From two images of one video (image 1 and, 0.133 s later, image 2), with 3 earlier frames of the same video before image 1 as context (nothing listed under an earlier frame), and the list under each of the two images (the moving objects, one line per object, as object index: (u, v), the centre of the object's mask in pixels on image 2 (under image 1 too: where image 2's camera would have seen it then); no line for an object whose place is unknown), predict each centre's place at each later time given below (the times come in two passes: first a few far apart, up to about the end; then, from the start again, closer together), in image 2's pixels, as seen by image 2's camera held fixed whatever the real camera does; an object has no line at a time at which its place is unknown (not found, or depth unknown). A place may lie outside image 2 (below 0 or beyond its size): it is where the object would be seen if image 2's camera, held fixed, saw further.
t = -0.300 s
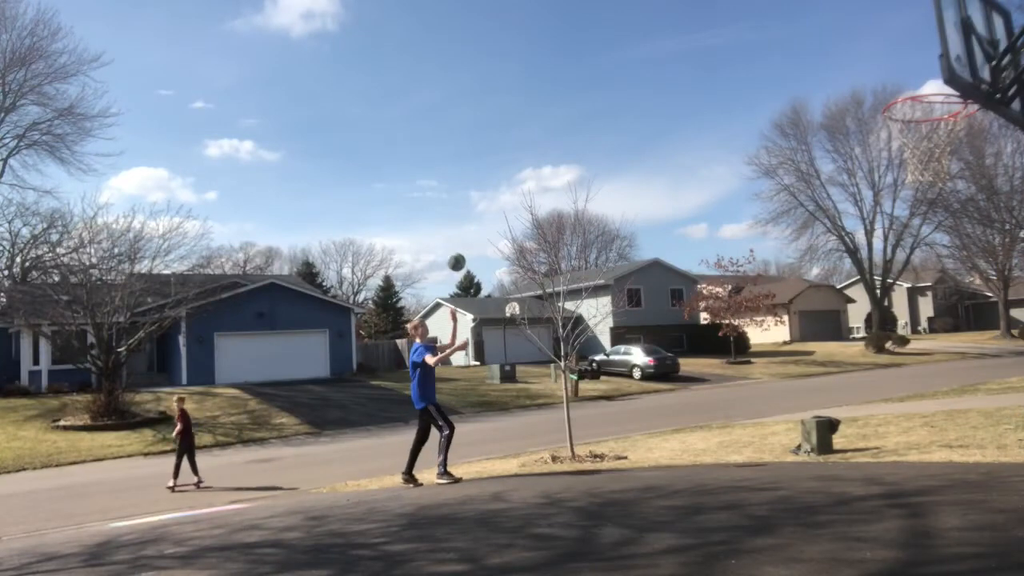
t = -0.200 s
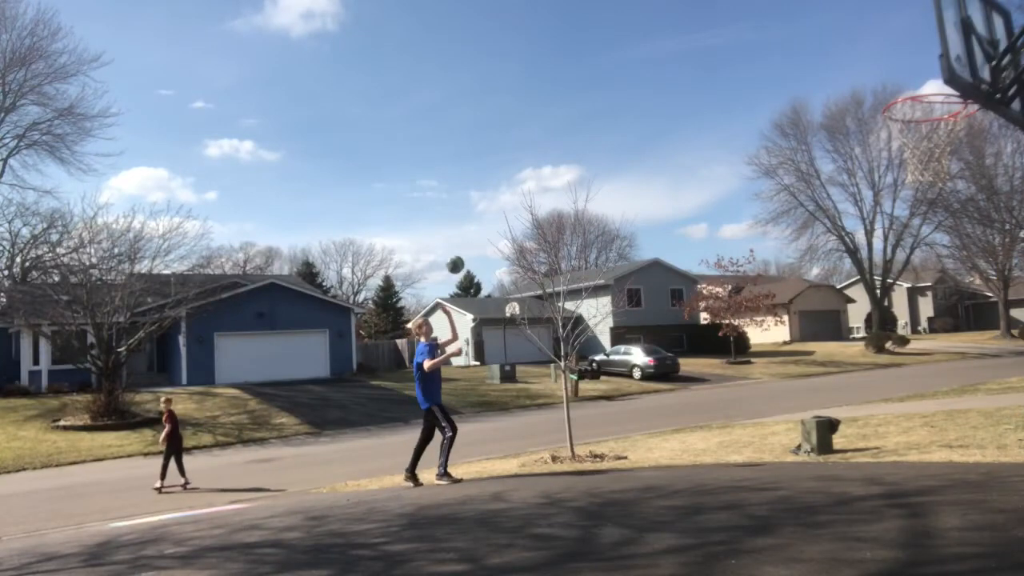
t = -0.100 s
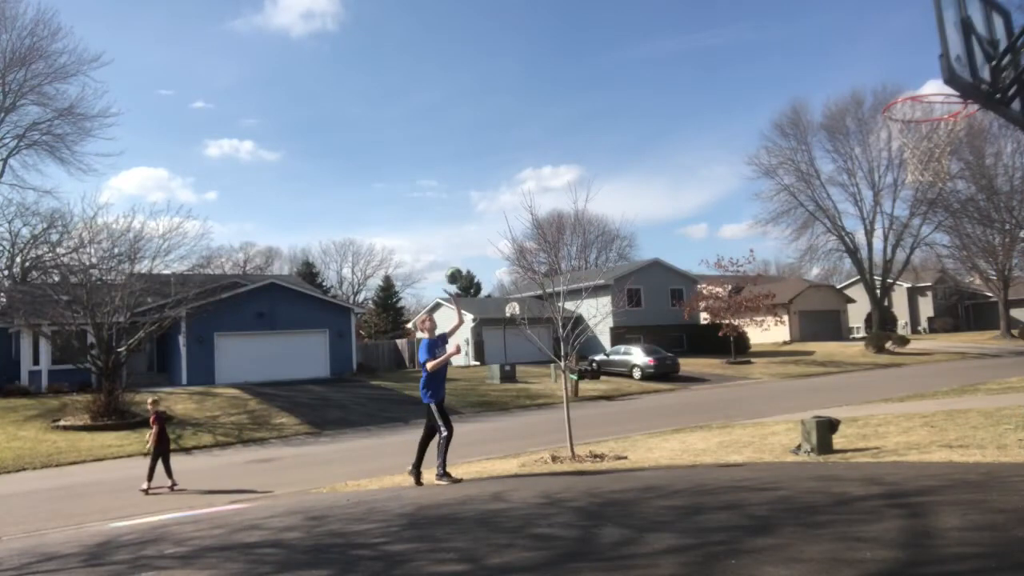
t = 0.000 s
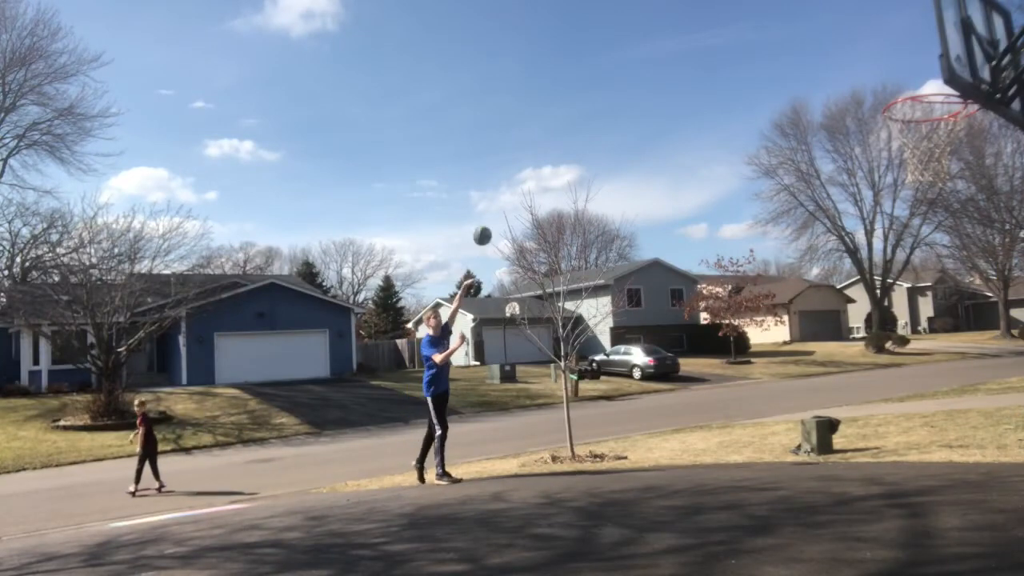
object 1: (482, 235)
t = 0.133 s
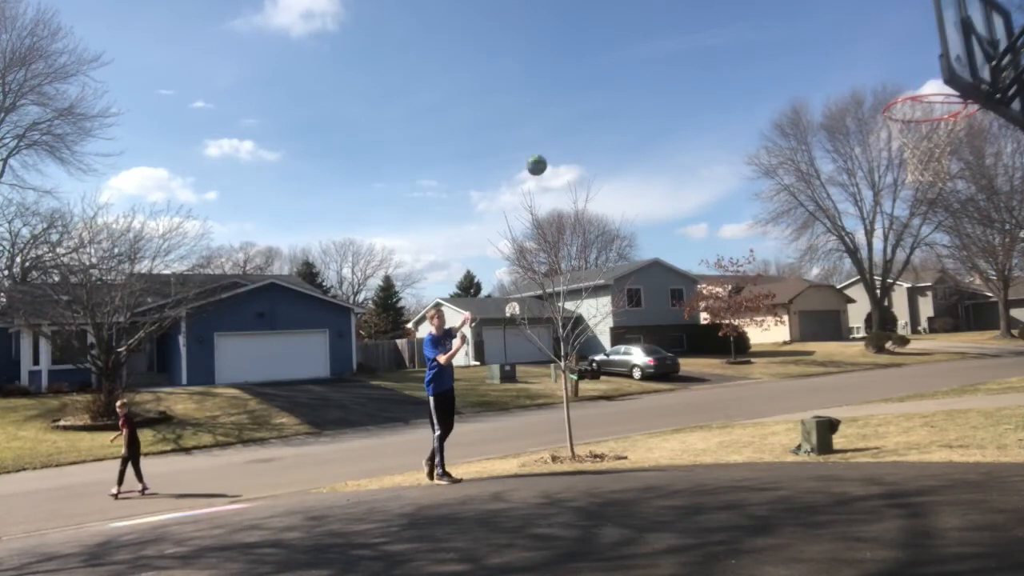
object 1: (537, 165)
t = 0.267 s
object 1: (597, 104)
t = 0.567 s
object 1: (762, 12)
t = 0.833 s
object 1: (952, 12)
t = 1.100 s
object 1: (895, 149)
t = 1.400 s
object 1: (931, 197)
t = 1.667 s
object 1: (975, 339)
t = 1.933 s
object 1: (997, 417)
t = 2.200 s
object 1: (989, 362)
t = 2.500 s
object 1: (992, 434)
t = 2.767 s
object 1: (982, 430)
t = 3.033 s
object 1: (975, 466)
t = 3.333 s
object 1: (962, 464)
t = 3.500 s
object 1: (955, 461)
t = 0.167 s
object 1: (551, 149)
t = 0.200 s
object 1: (566, 133)
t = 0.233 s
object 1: (581, 118)
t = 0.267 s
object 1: (597, 104)
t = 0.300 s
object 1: (613, 90)
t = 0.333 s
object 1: (630, 77)
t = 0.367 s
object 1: (647, 66)
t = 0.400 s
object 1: (664, 54)
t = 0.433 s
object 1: (682, 44)
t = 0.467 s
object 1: (701, 35)
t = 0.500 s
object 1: (721, 26)
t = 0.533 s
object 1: (741, 18)
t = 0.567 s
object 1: (762, 12)
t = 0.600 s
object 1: (782, 10)
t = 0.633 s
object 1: (804, 8)
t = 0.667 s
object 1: (827, 7)
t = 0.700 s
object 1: (851, 7)
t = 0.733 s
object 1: (877, 6)
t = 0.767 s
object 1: (904, 7)
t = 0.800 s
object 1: (926, 9)
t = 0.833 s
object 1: (952, 12)
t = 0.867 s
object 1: (931, 33)
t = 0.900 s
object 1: (927, 51)
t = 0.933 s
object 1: (918, 72)
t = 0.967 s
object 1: (909, 95)
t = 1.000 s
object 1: (901, 117)
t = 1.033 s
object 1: (895, 137)
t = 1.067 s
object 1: (896, 147)
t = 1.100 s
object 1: (895, 149)
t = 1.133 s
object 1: (899, 152)
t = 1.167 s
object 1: (901, 155)
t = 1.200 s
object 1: (906, 159)
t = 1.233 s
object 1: (909, 162)
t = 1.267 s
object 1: (913, 167)
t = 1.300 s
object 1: (917, 175)
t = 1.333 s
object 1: (920, 179)
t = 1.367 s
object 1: (925, 187)
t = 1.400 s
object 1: (931, 197)
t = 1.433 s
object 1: (936, 209)
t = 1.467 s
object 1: (942, 222)
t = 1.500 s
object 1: (948, 237)
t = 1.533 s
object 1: (954, 254)
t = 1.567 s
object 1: (958, 272)
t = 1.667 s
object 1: (975, 339)
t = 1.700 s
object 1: (981, 364)
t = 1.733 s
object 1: (987, 392)
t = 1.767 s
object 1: (993, 420)
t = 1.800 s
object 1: (999, 451)
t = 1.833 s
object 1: (1003, 471)
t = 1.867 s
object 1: (1000, 451)
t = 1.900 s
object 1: (999, 433)
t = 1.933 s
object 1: (997, 417)
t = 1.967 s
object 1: (995, 404)
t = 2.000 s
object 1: (993, 392)
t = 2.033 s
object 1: (992, 382)
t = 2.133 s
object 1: (990, 365)
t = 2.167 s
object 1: (989, 362)
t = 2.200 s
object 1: (989, 362)
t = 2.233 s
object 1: (989, 363)
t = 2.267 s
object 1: (988, 366)
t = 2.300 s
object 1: (988, 371)
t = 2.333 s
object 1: (989, 377)
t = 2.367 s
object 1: (989, 386)
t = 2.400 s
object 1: (990, 395)
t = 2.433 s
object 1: (990, 407)
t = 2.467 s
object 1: (991, 420)
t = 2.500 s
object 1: (992, 434)
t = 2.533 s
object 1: (992, 450)
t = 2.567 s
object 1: (994, 468)
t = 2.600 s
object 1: (992, 462)
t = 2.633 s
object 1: (989, 451)
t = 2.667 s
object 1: (987, 443)
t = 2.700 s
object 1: (985, 438)
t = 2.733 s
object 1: (983, 433)
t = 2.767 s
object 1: (982, 430)
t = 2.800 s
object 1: (980, 430)
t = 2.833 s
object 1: (979, 430)
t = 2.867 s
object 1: (978, 433)
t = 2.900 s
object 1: (977, 437)
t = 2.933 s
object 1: (976, 443)
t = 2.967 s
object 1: (975, 450)
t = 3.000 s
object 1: (975, 459)
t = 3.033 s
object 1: (975, 466)
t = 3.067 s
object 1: (973, 460)
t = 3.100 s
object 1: (970, 455)
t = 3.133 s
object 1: (968, 451)
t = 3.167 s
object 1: (967, 450)
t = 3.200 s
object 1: (966, 450)
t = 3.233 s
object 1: (964, 452)
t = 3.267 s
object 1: (964, 456)
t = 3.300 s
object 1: (963, 461)
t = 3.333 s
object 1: (962, 464)
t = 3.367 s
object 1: (961, 461)
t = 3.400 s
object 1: (959, 458)
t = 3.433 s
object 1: (958, 457)
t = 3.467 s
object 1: (957, 459)
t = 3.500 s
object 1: (955, 461)
